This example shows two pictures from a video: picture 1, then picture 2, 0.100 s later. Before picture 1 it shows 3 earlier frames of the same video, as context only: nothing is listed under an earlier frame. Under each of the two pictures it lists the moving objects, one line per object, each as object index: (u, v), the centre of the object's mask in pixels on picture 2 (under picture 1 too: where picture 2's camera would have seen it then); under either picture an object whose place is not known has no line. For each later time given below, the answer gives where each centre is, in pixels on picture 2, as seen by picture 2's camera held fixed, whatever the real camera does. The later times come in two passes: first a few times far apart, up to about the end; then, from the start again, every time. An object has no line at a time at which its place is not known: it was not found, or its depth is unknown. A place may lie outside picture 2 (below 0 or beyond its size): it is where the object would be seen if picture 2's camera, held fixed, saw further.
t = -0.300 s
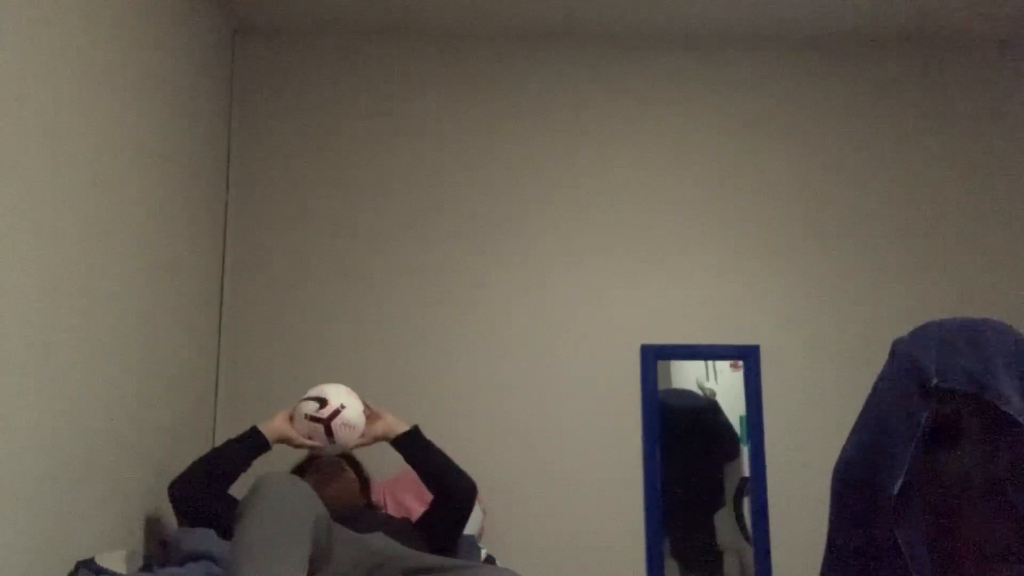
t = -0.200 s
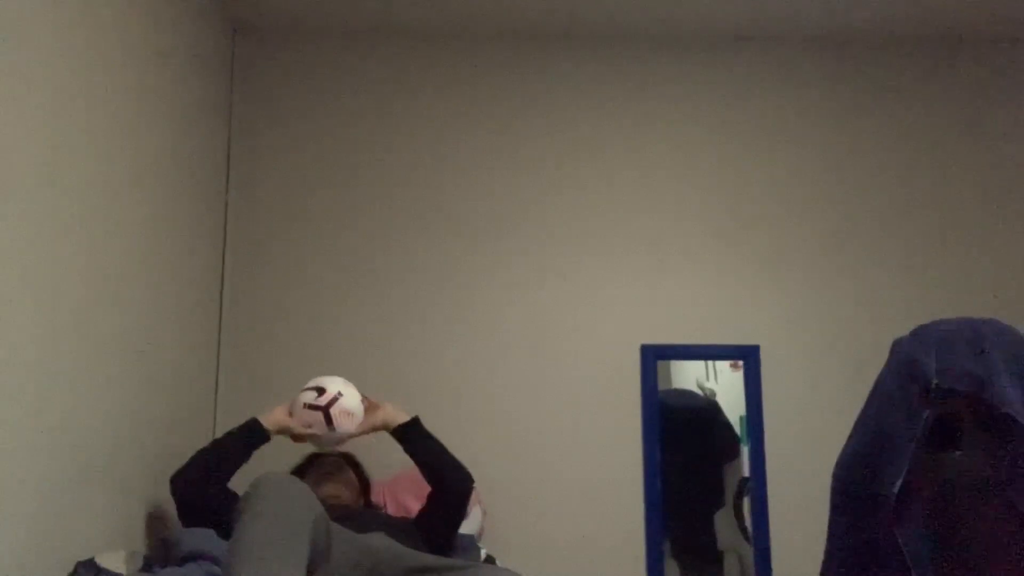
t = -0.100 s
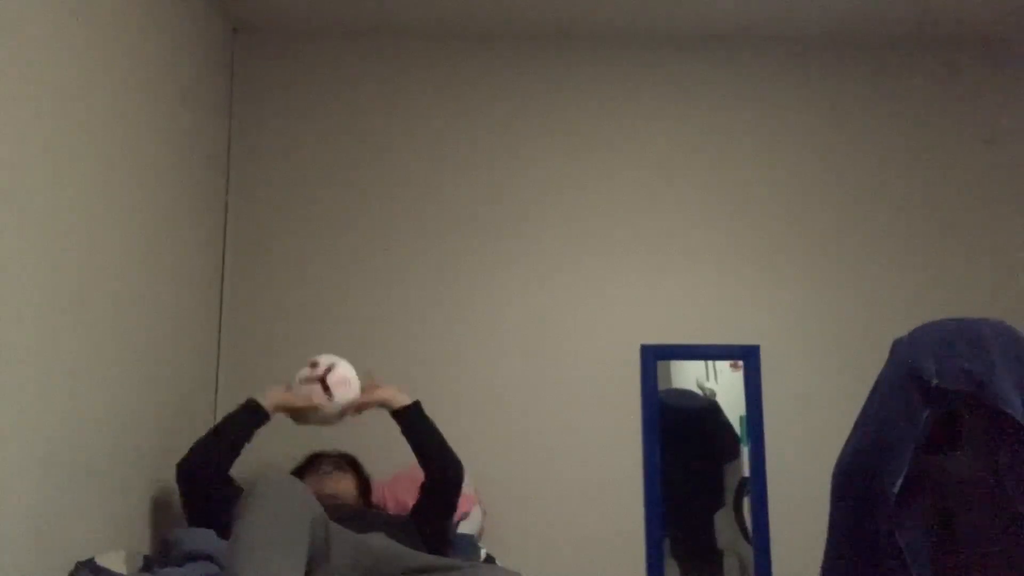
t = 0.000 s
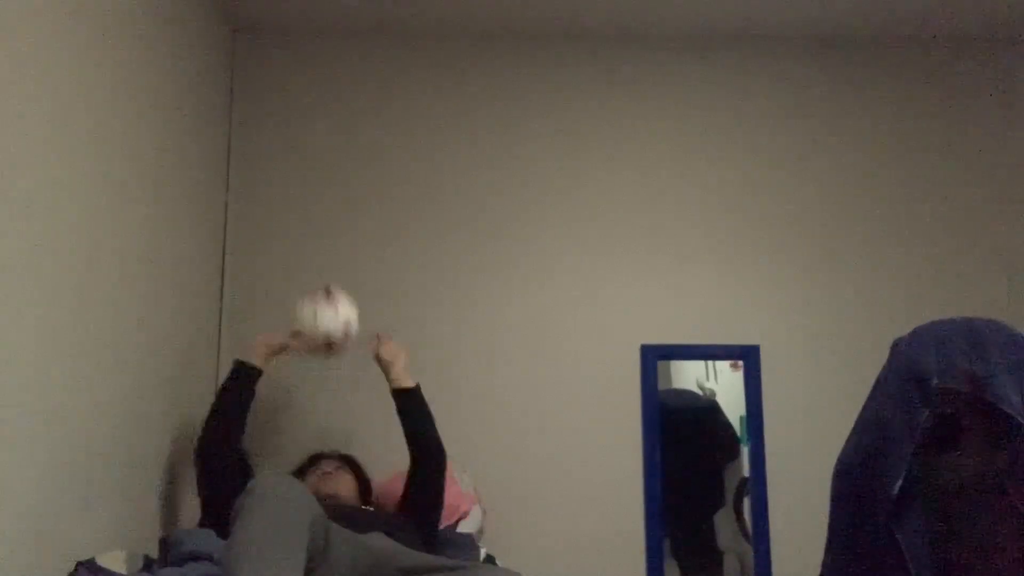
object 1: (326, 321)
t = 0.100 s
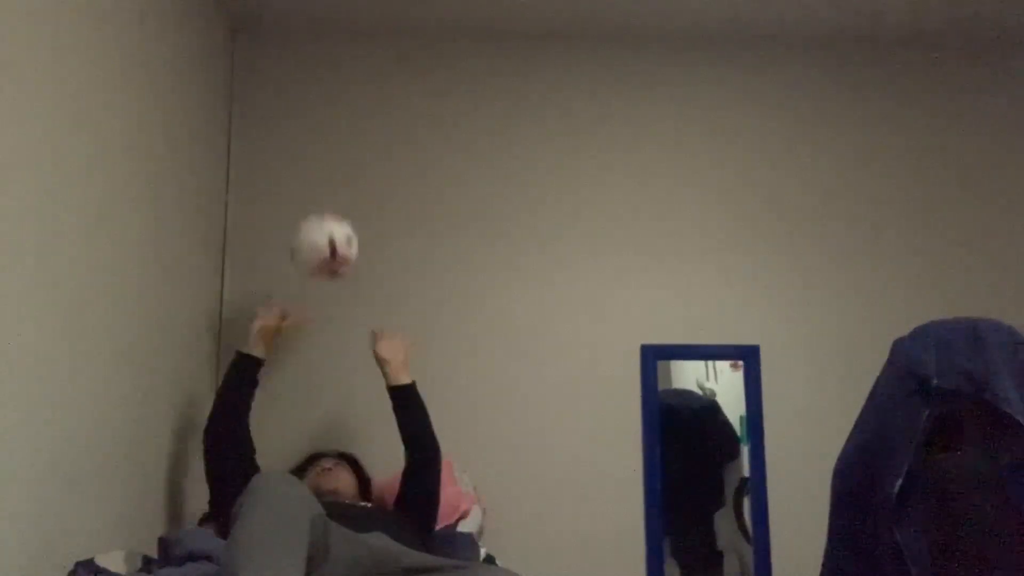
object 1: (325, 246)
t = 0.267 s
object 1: (322, 193)
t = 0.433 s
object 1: (323, 222)
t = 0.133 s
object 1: (326, 226)
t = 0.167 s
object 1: (325, 212)
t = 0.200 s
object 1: (324, 201)
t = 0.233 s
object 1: (322, 195)
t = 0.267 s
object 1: (322, 193)
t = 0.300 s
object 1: (322, 191)
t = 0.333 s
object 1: (322, 194)
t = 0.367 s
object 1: (322, 200)
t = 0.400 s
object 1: (322, 210)
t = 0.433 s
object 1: (323, 222)
